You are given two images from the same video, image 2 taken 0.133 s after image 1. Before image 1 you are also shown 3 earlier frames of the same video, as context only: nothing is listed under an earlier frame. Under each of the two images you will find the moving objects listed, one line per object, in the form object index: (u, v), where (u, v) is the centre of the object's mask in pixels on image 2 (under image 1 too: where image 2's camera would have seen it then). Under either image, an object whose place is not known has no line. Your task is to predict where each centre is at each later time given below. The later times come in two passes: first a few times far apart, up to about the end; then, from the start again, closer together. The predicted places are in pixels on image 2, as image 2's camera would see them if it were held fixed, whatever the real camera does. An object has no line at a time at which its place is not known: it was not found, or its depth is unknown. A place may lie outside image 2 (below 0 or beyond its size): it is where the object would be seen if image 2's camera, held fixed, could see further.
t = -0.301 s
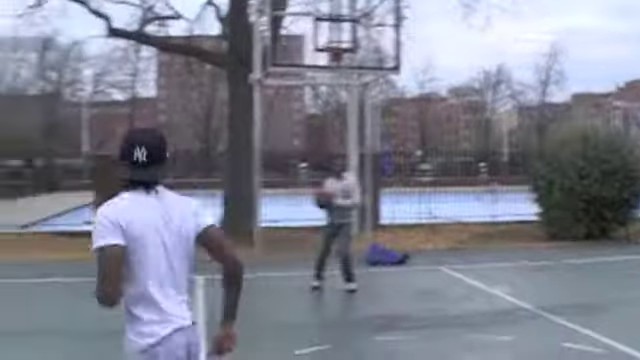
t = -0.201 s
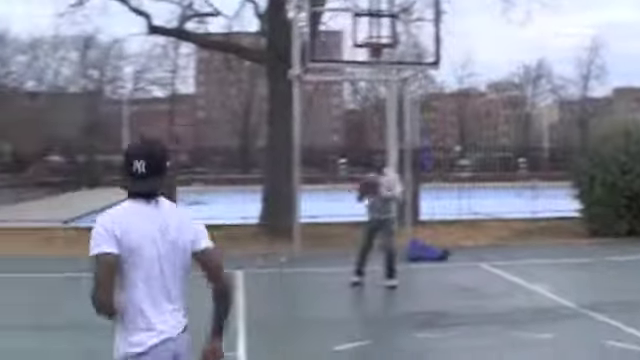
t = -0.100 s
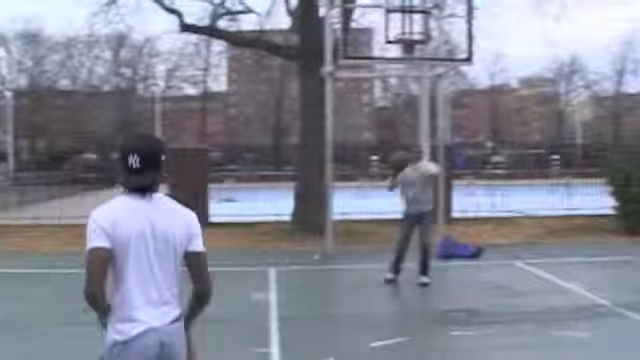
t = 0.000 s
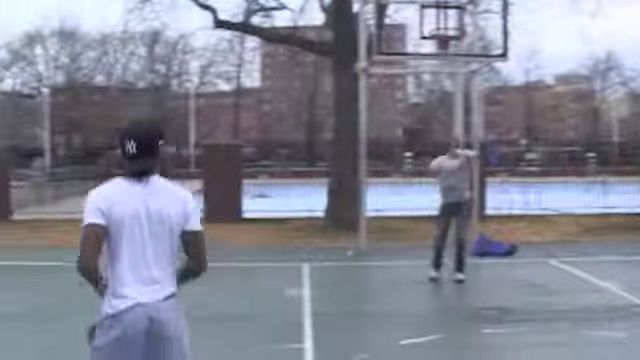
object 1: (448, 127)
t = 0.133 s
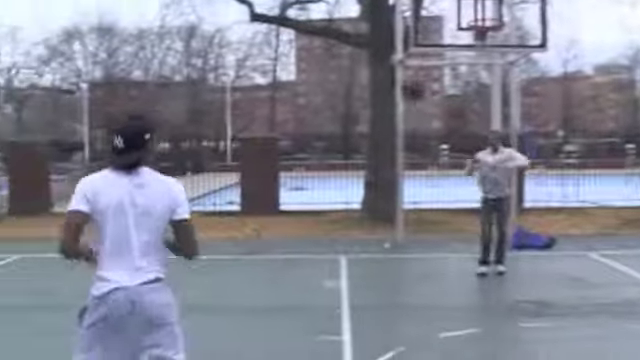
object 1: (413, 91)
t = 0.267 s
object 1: (367, 69)
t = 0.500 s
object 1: (247, 81)
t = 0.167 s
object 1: (403, 79)
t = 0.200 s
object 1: (392, 74)
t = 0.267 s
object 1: (367, 69)
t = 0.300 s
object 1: (352, 67)
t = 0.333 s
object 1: (338, 62)
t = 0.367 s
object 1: (321, 65)
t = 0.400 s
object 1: (305, 66)
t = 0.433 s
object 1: (285, 70)
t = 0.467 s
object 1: (267, 74)
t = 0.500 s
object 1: (247, 81)
